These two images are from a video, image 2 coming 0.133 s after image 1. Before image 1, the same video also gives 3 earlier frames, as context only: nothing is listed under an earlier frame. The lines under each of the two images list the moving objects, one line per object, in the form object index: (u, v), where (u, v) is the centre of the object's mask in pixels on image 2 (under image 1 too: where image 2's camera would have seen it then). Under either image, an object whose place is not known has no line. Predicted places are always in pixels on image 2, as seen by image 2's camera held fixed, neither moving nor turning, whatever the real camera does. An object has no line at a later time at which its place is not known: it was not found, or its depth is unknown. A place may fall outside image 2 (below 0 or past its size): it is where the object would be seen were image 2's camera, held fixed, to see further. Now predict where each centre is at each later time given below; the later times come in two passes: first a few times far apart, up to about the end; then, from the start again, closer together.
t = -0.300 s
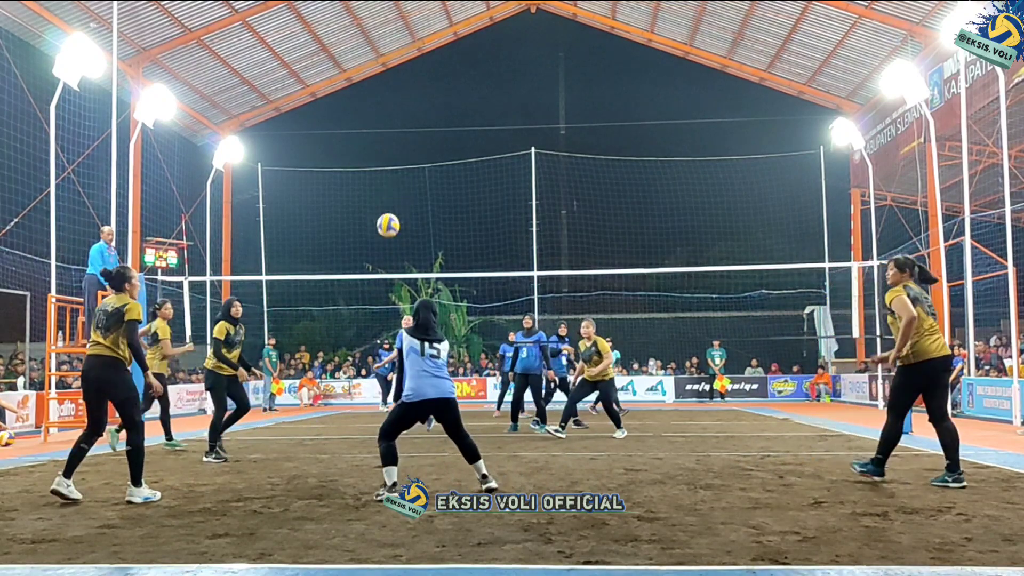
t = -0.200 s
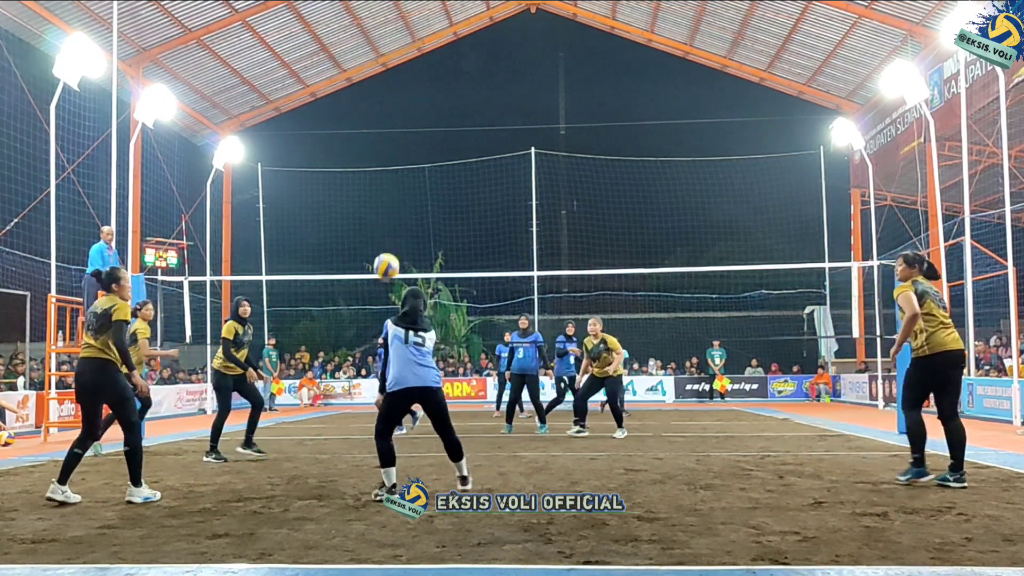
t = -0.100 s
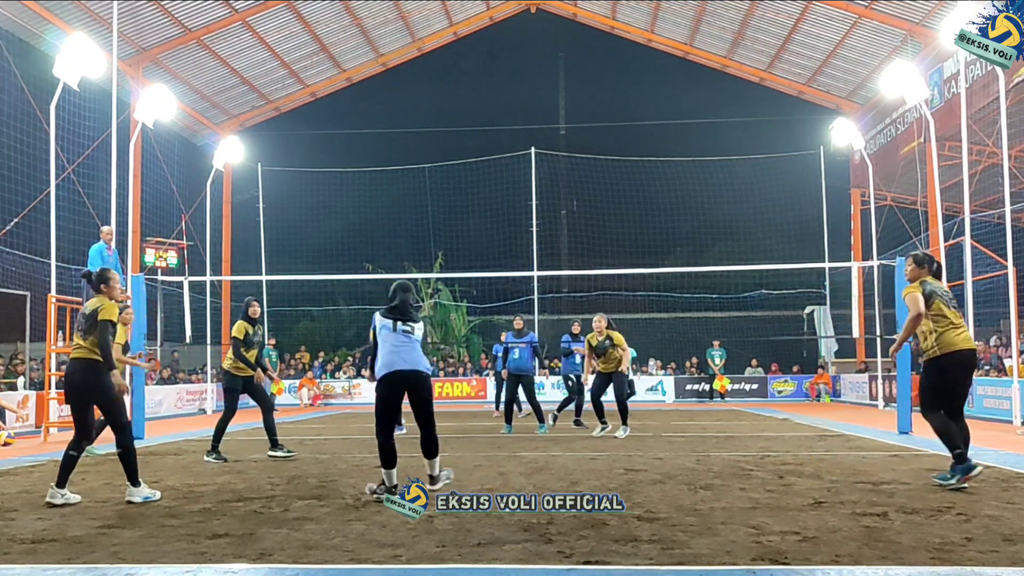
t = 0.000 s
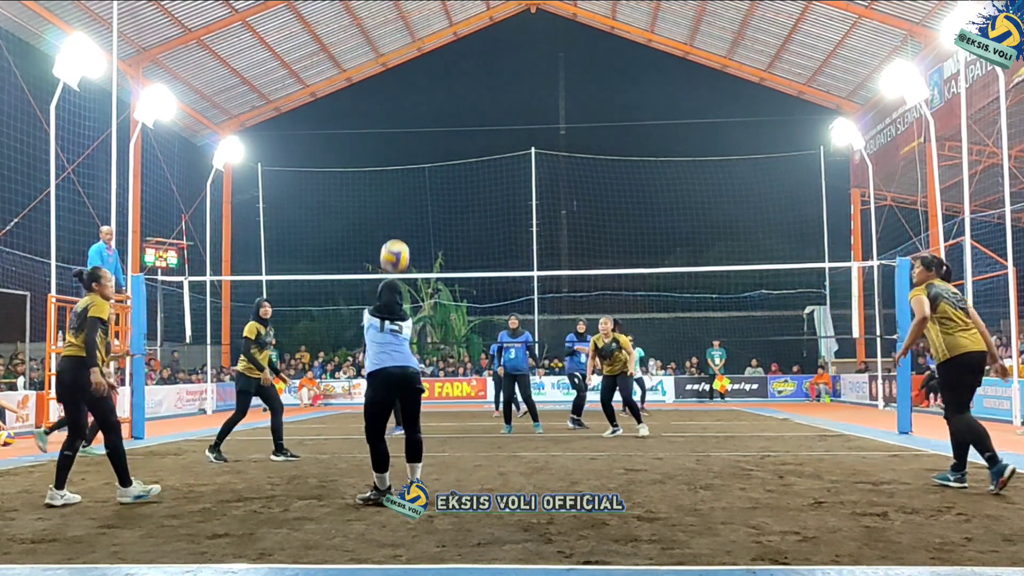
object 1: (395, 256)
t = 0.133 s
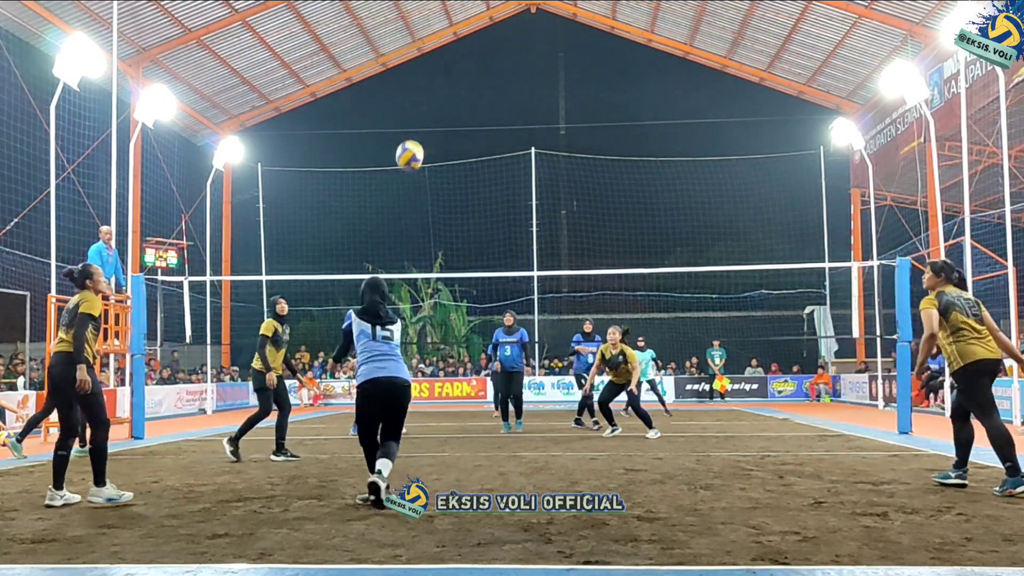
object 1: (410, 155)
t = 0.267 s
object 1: (424, 86)
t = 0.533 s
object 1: (450, 22)
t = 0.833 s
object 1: (477, 40)
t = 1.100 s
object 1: (497, 118)
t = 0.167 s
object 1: (413, 134)
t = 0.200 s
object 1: (417, 117)
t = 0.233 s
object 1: (420, 101)
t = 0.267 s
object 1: (424, 86)
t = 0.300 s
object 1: (427, 73)
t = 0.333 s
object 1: (431, 62)
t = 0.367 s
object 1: (434, 52)
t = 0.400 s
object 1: (437, 44)
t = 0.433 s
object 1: (441, 36)
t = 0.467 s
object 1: (444, 29)
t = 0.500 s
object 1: (447, 26)
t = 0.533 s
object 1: (450, 22)
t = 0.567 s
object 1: (453, 20)
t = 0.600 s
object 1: (456, 19)
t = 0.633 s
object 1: (459, 19)
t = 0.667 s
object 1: (462, 21)
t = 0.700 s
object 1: (465, 22)
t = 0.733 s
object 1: (468, 26)
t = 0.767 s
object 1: (471, 29)
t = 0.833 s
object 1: (477, 40)
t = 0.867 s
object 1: (479, 47)
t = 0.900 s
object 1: (482, 55)
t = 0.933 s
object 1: (484, 63)
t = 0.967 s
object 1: (487, 73)
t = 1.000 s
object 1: (490, 83)
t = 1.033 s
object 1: (492, 94)
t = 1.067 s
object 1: (495, 105)
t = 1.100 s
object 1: (497, 118)
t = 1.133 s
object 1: (499, 131)
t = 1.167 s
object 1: (501, 144)
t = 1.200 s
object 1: (504, 159)
